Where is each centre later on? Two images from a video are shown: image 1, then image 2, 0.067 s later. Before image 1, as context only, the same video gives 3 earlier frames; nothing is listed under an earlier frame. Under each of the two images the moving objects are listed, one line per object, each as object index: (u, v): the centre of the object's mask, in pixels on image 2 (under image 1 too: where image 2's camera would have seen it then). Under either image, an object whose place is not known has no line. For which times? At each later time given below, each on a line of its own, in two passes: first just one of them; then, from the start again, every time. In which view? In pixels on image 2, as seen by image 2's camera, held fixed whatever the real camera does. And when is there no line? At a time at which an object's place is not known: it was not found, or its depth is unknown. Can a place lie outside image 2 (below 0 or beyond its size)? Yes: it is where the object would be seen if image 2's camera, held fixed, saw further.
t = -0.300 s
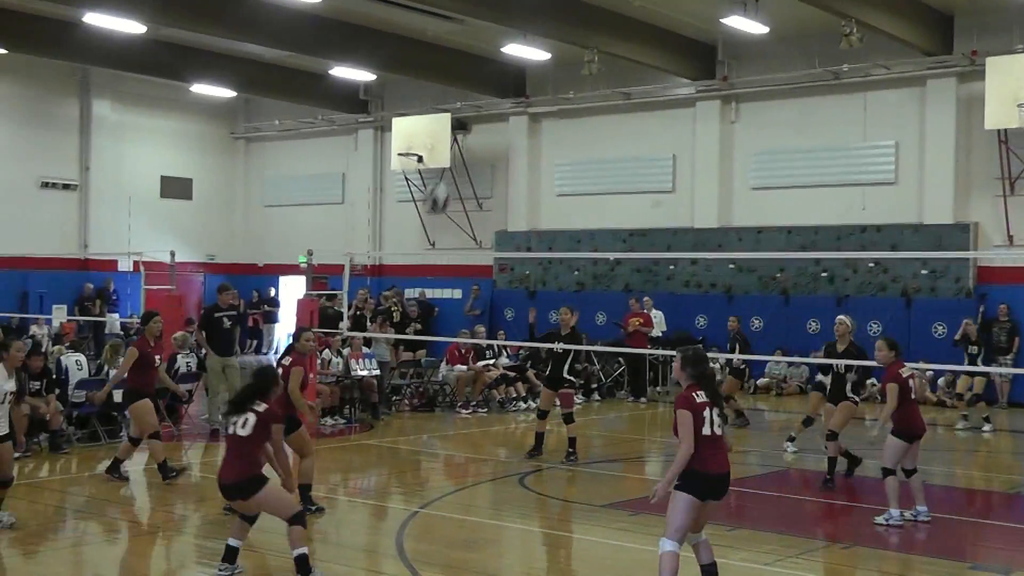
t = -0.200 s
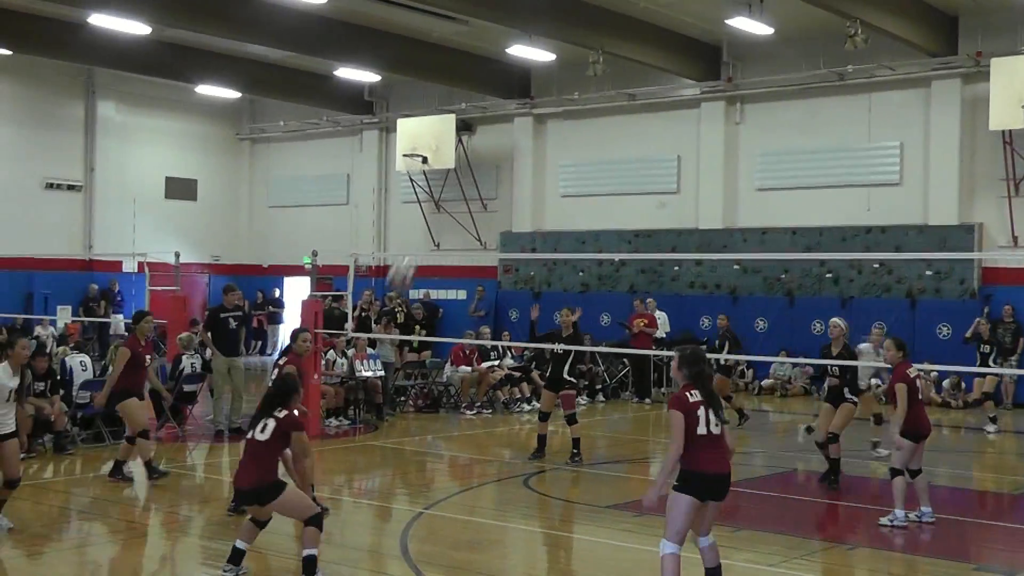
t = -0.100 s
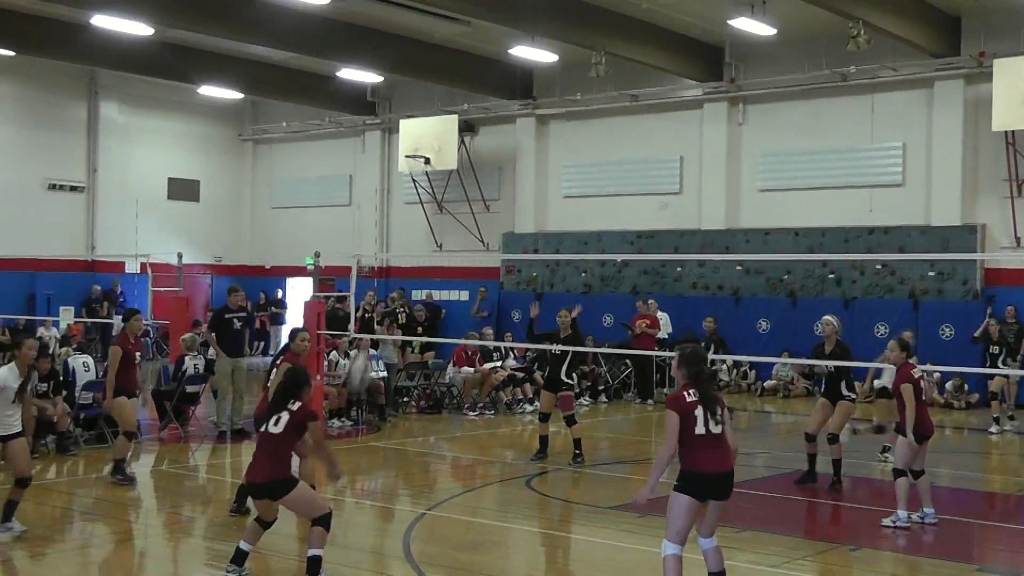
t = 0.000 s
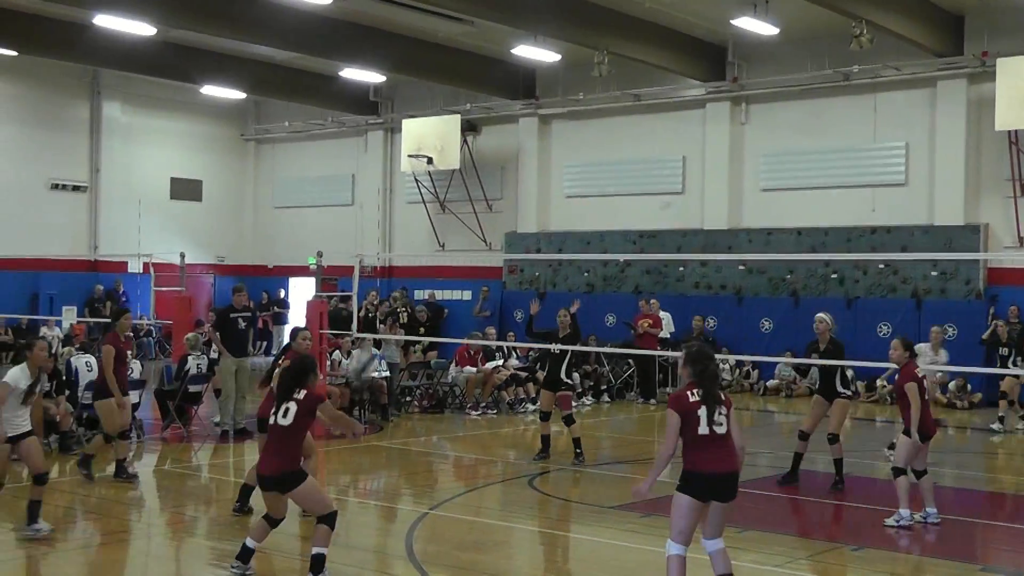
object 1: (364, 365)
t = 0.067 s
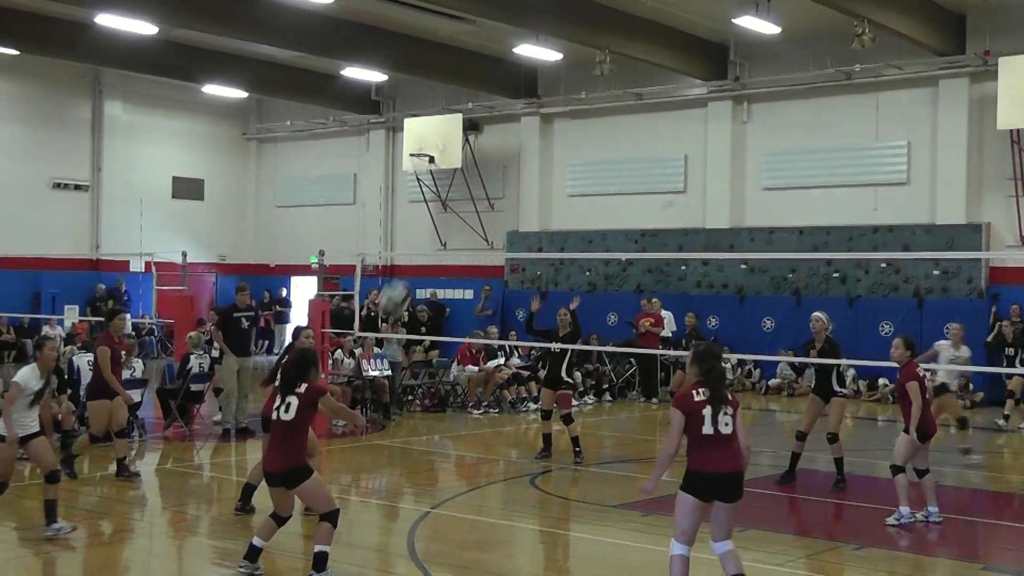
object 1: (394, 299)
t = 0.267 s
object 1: (476, 150)
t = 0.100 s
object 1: (407, 274)
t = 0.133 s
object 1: (423, 243)
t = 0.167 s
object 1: (438, 217)
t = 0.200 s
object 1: (452, 193)
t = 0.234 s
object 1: (464, 170)
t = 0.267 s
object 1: (476, 150)
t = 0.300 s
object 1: (489, 134)
